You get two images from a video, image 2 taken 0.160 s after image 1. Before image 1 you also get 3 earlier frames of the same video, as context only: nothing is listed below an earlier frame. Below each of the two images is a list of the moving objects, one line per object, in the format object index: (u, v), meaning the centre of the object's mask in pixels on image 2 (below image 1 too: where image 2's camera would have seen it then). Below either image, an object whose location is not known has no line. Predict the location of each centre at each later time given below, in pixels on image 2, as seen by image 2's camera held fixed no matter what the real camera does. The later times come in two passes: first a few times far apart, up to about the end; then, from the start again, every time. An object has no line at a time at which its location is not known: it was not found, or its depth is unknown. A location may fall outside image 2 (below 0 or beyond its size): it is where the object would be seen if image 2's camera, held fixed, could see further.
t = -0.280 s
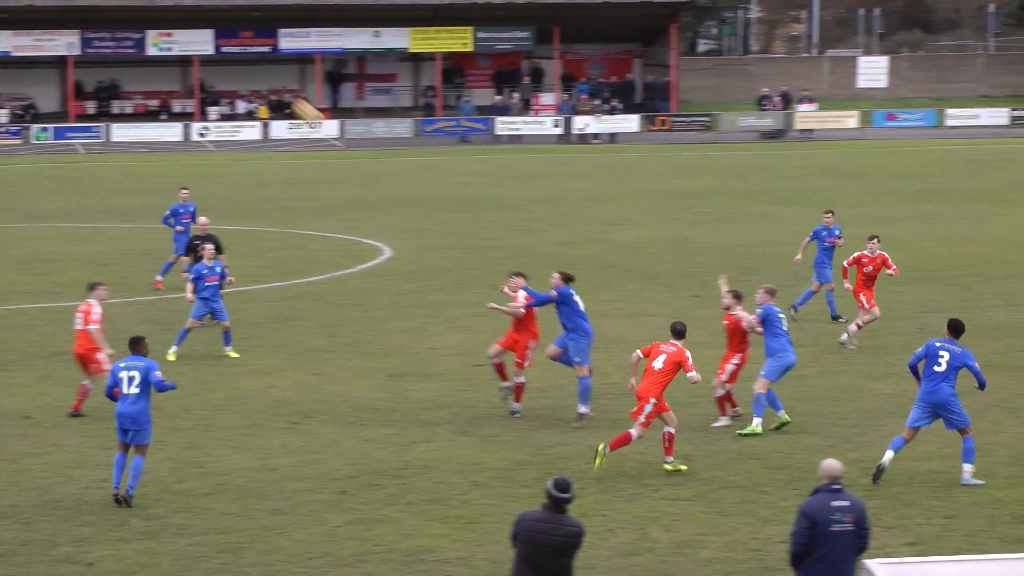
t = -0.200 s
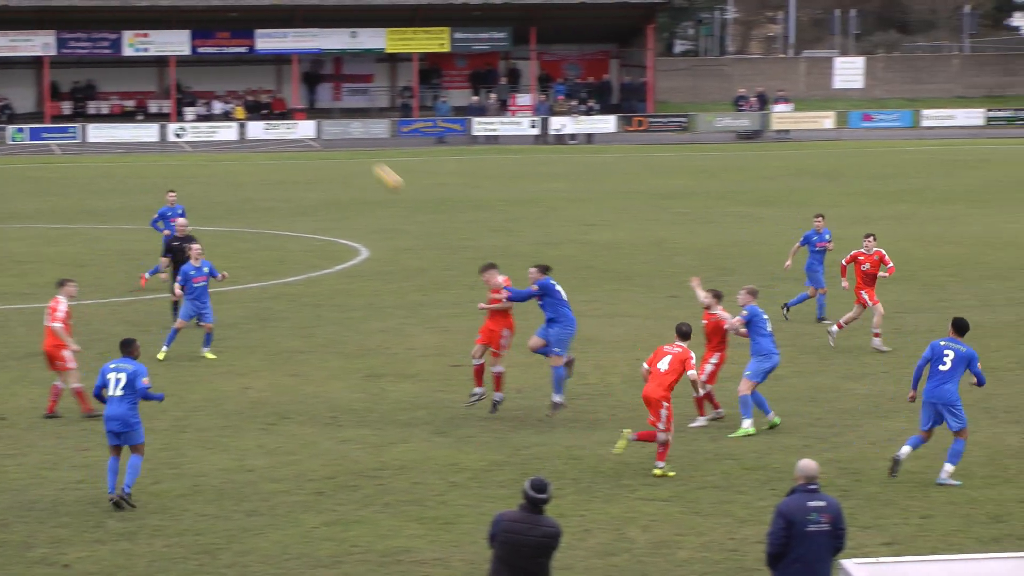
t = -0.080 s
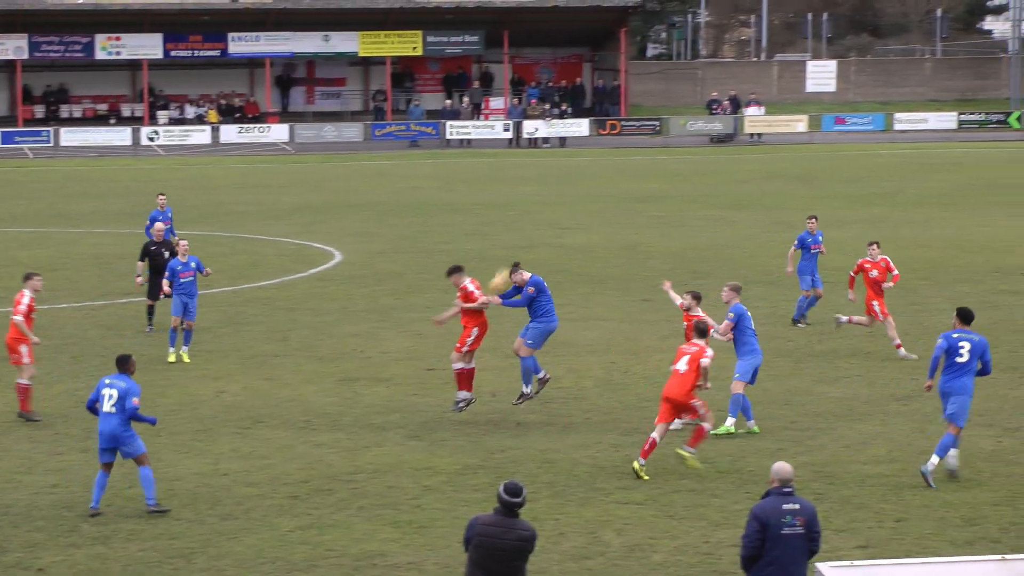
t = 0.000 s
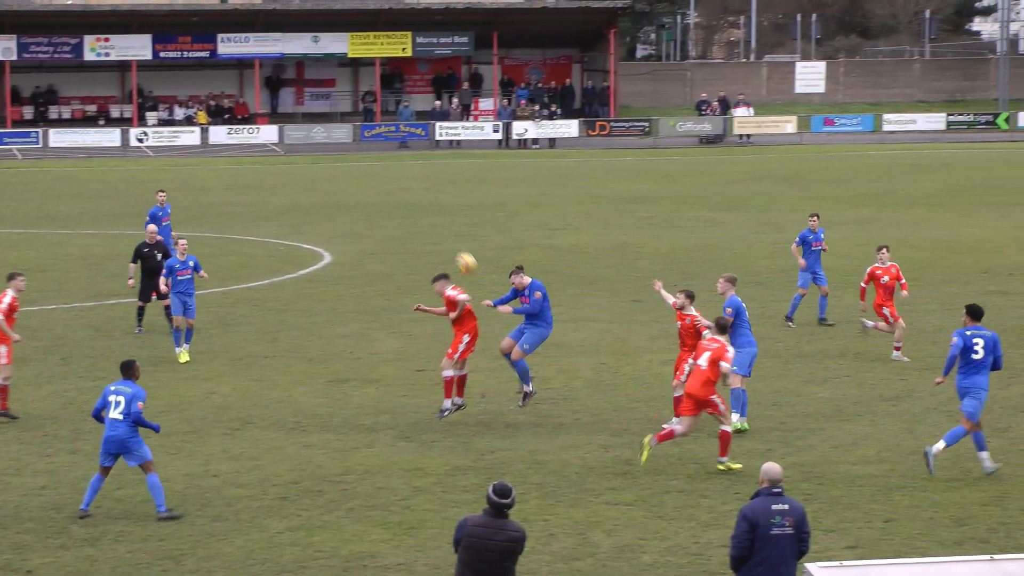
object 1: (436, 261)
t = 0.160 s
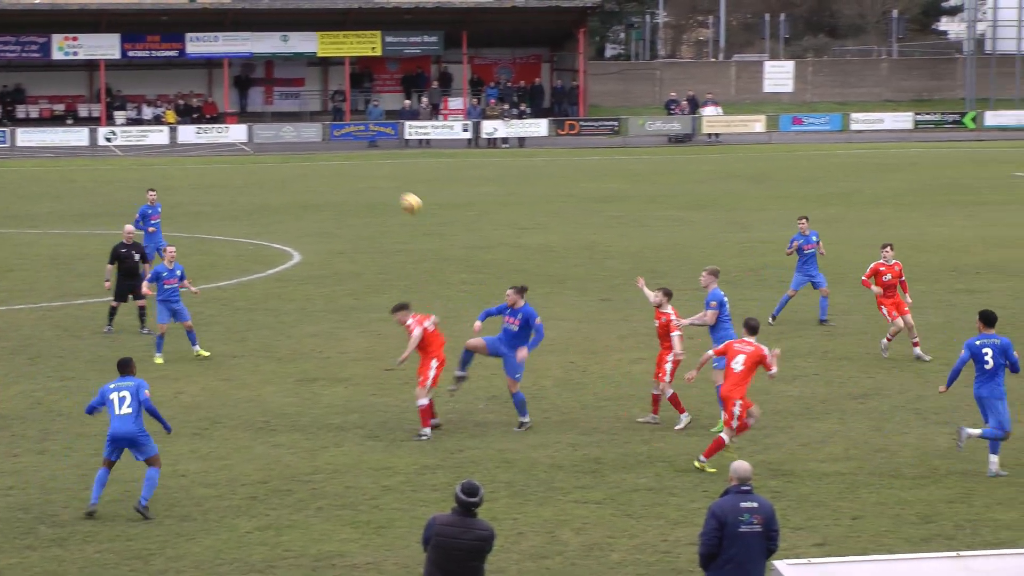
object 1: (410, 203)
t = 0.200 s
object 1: (404, 192)
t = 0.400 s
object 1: (373, 156)
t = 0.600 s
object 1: (343, 154)
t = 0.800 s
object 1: (312, 184)
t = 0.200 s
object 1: (404, 192)
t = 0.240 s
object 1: (398, 182)
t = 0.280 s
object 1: (391, 173)
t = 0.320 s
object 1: (385, 167)
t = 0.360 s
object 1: (379, 161)
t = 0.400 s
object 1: (373, 156)
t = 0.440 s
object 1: (367, 153)
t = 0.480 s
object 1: (361, 151)
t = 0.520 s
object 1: (354, 151)
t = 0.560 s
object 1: (348, 152)
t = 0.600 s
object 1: (343, 154)
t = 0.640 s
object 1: (336, 157)
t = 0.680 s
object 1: (330, 162)
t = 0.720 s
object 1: (324, 168)
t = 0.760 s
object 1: (318, 176)
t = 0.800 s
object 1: (312, 184)
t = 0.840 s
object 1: (306, 194)
